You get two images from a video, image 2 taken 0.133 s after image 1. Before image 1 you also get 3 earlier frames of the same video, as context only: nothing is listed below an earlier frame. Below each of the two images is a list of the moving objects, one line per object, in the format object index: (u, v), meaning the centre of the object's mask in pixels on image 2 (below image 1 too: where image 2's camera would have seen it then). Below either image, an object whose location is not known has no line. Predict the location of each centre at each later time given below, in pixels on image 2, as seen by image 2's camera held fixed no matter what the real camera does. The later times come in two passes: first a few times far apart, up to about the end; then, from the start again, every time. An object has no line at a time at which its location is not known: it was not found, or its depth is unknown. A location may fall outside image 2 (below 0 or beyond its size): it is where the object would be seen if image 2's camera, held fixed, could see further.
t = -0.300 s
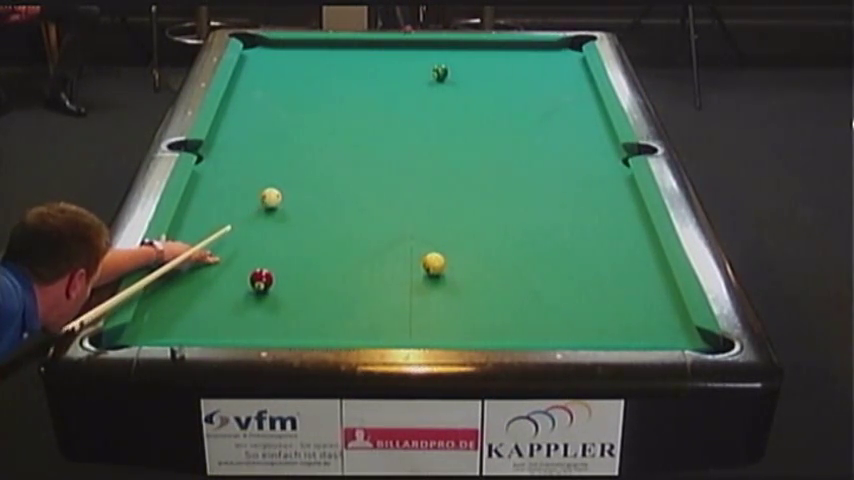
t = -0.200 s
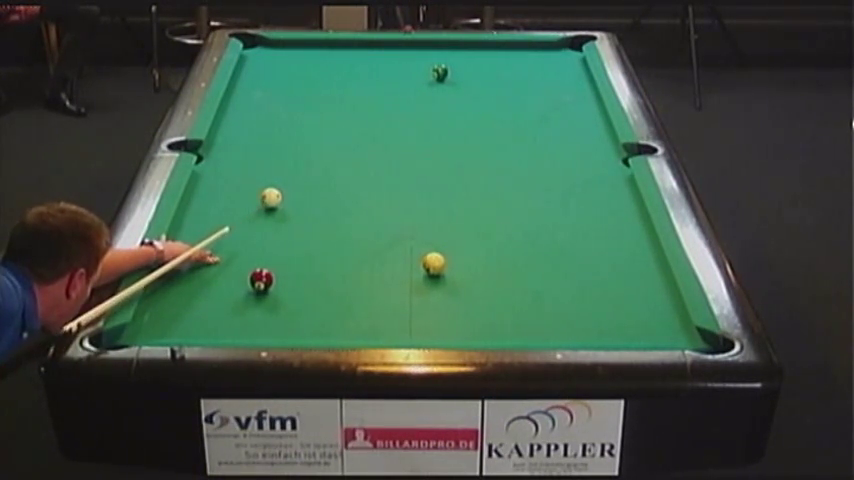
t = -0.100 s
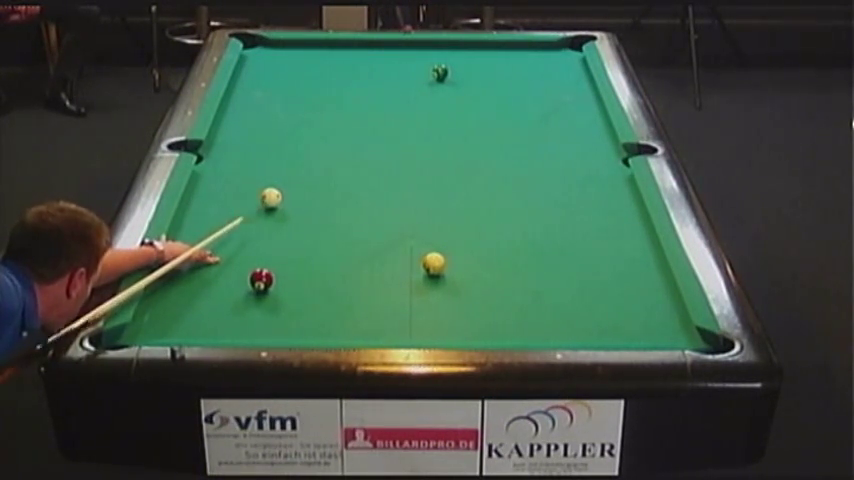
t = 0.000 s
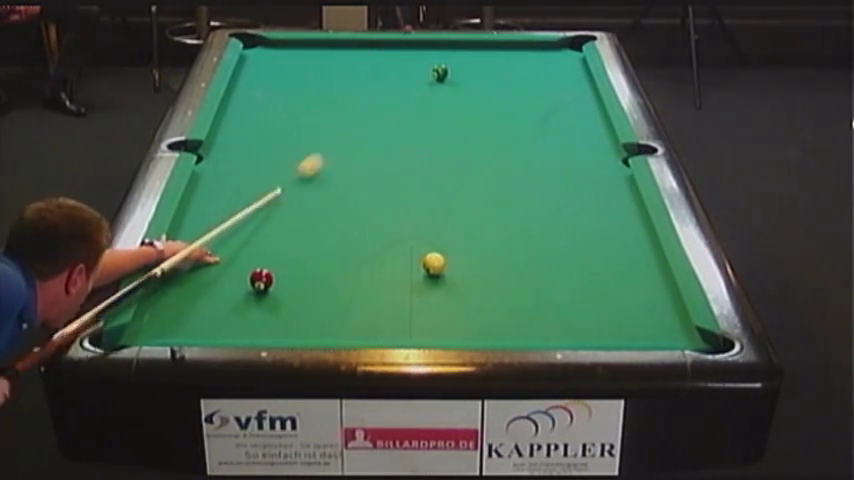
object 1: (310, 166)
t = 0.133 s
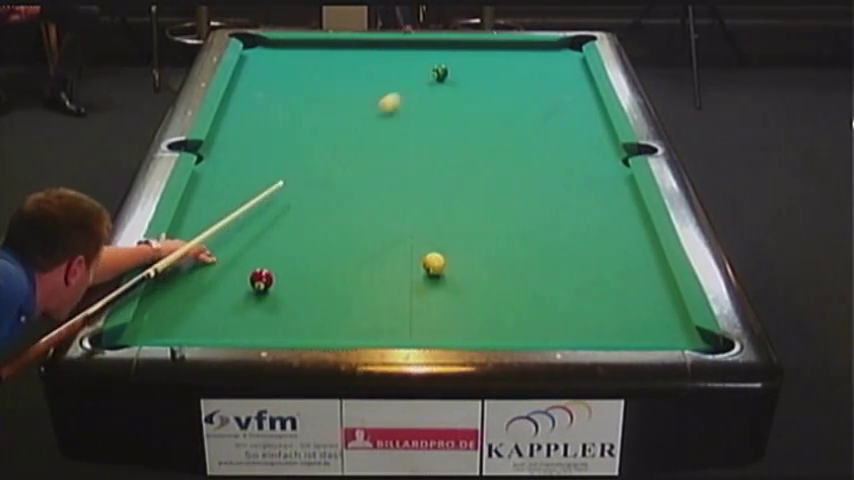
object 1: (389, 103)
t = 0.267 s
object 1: (407, 64)
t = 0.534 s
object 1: (318, 55)
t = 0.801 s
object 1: (253, 79)
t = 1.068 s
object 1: (307, 105)
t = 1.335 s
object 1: (367, 134)
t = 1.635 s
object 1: (441, 170)
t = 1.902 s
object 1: (514, 206)
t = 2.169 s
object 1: (596, 246)
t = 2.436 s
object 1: (653, 286)
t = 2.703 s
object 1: (628, 318)
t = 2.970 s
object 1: (600, 331)
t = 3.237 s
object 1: (576, 314)
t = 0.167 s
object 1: (406, 90)
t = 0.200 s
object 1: (421, 78)
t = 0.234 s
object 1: (419, 70)
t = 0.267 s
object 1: (407, 64)
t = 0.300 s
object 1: (396, 58)
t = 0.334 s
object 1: (386, 53)
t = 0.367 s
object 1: (376, 48)
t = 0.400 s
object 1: (367, 42)
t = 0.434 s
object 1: (355, 44)
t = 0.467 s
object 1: (343, 48)
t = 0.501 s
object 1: (330, 51)
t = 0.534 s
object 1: (318, 55)
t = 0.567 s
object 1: (306, 58)
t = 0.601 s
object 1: (293, 60)
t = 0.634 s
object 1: (281, 63)
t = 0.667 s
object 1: (269, 66)
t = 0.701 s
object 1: (257, 70)
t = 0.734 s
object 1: (244, 73)
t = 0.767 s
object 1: (244, 76)
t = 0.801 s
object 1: (253, 79)
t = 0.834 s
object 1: (260, 82)
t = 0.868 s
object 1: (266, 85)
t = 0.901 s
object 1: (273, 89)
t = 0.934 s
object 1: (280, 92)
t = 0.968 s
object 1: (287, 95)
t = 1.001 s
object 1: (293, 98)
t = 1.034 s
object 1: (300, 101)
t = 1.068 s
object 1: (307, 105)
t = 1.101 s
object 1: (315, 108)
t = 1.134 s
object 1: (322, 111)
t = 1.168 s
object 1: (329, 115)
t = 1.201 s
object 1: (336, 119)
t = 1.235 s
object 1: (344, 122)
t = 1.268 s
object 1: (351, 126)
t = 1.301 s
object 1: (359, 130)
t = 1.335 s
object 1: (367, 134)
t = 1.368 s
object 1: (374, 138)
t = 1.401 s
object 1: (382, 141)
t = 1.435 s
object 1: (390, 145)
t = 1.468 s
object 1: (399, 149)
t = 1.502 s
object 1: (407, 153)
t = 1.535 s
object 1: (415, 157)
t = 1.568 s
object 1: (424, 161)
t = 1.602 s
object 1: (432, 166)
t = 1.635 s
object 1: (441, 170)
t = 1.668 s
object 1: (450, 174)
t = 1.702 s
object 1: (459, 178)
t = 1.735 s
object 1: (468, 183)
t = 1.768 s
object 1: (477, 188)
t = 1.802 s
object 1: (486, 192)
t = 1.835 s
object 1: (495, 197)
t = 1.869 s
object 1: (504, 201)
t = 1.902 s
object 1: (514, 206)
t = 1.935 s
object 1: (524, 211)
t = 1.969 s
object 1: (534, 215)
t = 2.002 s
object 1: (544, 220)
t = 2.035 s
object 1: (554, 225)
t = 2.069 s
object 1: (564, 230)
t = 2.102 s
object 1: (574, 235)
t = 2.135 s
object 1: (585, 240)
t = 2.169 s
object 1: (596, 246)
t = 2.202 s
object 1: (606, 251)
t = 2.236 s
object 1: (618, 256)
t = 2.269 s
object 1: (629, 262)
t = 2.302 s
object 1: (640, 267)
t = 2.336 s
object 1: (652, 273)
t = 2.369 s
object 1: (662, 278)
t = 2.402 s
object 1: (658, 282)
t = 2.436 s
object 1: (653, 286)
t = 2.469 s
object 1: (650, 290)
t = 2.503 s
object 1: (647, 294)
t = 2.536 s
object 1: (644, 298)
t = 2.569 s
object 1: (640, 302)
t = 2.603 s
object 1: (637, 305)
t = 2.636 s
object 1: (634, 310)
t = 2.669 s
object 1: (631, 314)
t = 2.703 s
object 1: (628, 318)
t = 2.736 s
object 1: (625, 322)
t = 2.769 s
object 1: (621, 326)
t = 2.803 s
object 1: (617, 329)
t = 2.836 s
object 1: (614, 332)
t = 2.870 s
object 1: (611, 335)
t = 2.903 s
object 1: (607, 334)
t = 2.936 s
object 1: (604, 332)
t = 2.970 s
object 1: (600, 331)
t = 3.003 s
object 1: (597, 329)
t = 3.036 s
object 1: (594, 328)
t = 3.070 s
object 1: (591, 325)
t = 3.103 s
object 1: (588, 323)
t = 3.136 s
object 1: (585, 321)
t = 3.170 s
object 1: (582, 317)
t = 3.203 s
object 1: (578, 316)
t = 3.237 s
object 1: (576, 314)
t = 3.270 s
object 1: (573, 312)
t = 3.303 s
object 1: (570, 310)
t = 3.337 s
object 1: (569, 307)
